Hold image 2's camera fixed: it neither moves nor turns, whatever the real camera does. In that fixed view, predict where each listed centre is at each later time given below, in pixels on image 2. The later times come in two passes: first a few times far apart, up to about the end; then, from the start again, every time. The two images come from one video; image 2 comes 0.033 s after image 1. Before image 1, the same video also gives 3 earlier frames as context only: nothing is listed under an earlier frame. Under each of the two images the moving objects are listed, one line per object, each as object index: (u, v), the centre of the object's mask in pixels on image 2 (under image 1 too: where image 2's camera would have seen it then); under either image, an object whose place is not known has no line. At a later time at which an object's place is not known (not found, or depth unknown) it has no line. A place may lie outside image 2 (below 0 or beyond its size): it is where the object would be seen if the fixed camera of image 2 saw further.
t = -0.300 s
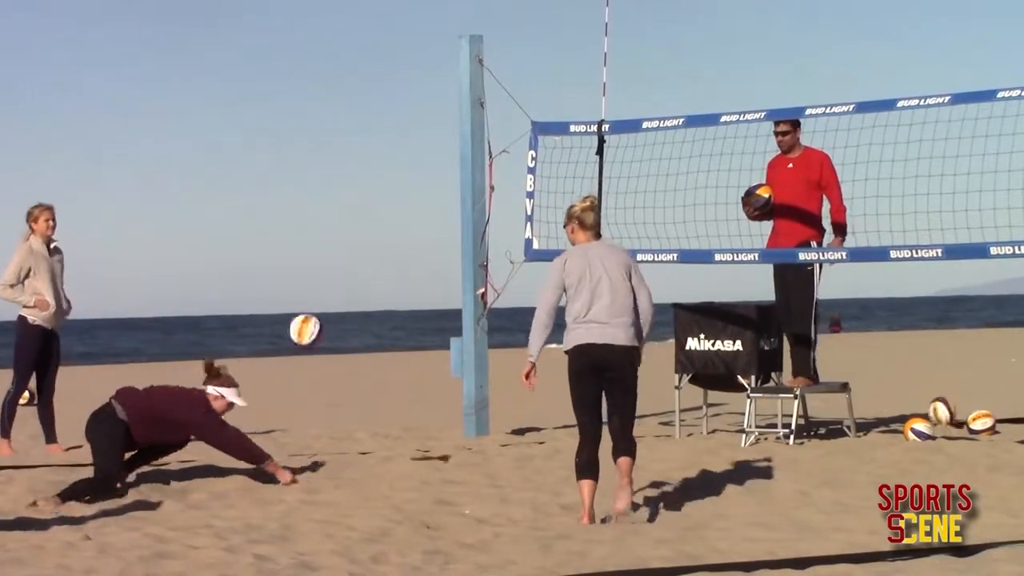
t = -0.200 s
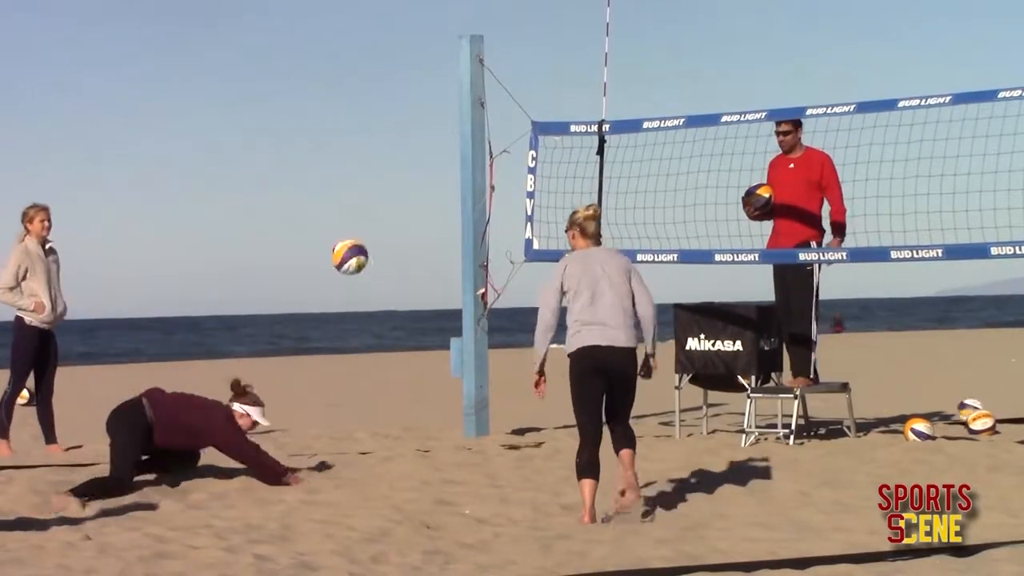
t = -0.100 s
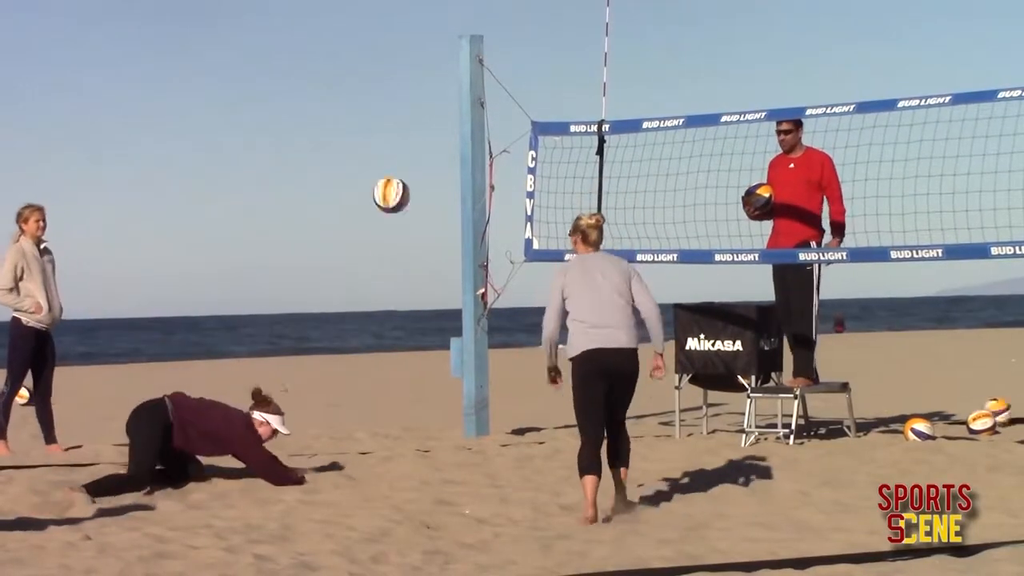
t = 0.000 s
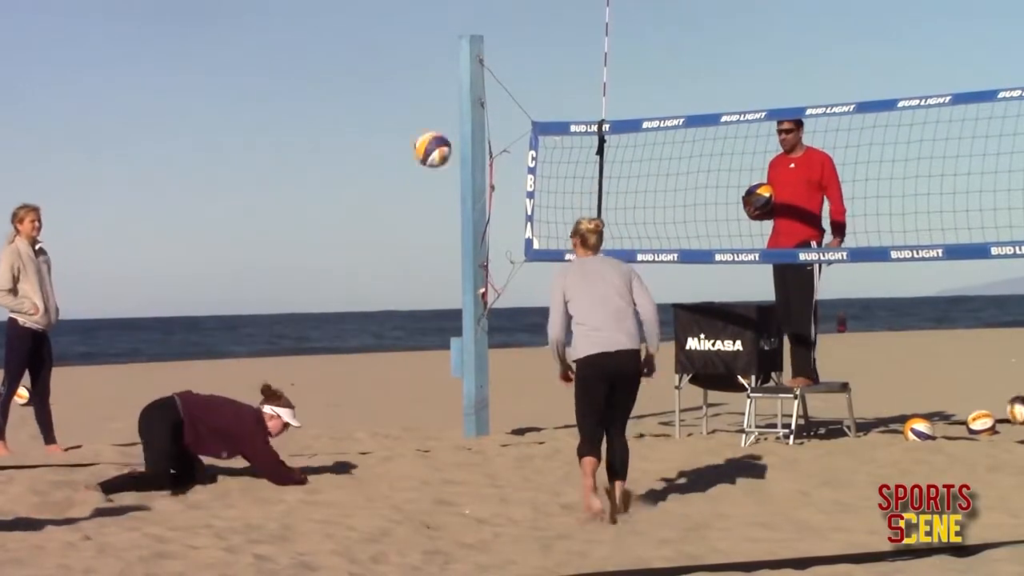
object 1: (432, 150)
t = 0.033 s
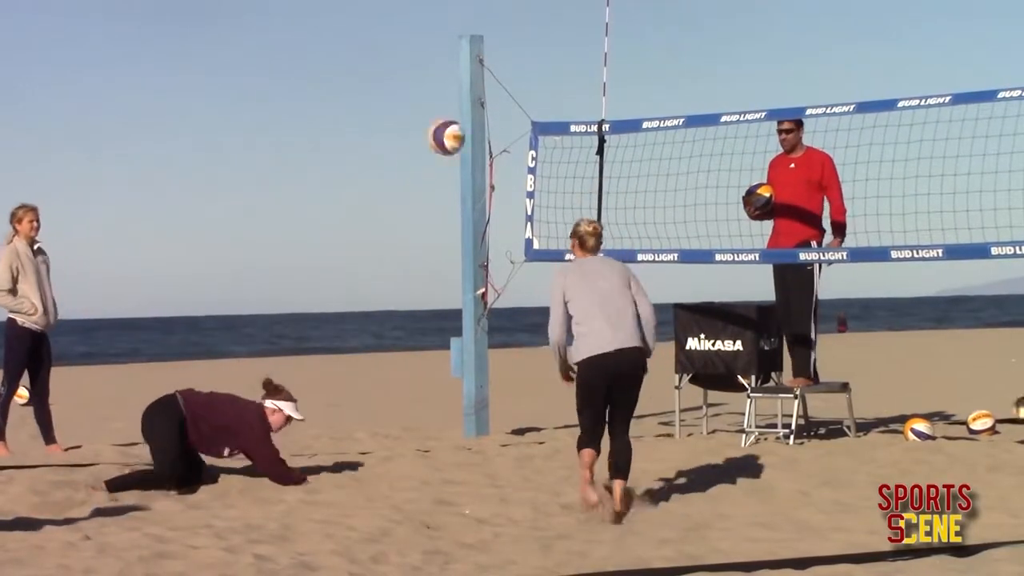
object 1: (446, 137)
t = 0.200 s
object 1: (514, 103)
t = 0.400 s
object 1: (594, 121)
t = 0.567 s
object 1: (662, 184)
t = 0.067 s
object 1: (460, 126)
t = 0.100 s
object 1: (472, 117)
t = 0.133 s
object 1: (486, 111)
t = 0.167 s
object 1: (500, 106)
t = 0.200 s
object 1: (514, 103)
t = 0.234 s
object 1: (528, 101)
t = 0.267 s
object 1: (540, 101)
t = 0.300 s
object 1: (553, 103)
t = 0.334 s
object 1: (566, 106)
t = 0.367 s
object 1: (580, 113)
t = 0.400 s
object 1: (594, 121)
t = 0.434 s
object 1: (608, 128)
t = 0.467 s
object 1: (621, 139)
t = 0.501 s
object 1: (634, 152)
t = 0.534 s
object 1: (648, 166)
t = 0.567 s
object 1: (662, 184)
